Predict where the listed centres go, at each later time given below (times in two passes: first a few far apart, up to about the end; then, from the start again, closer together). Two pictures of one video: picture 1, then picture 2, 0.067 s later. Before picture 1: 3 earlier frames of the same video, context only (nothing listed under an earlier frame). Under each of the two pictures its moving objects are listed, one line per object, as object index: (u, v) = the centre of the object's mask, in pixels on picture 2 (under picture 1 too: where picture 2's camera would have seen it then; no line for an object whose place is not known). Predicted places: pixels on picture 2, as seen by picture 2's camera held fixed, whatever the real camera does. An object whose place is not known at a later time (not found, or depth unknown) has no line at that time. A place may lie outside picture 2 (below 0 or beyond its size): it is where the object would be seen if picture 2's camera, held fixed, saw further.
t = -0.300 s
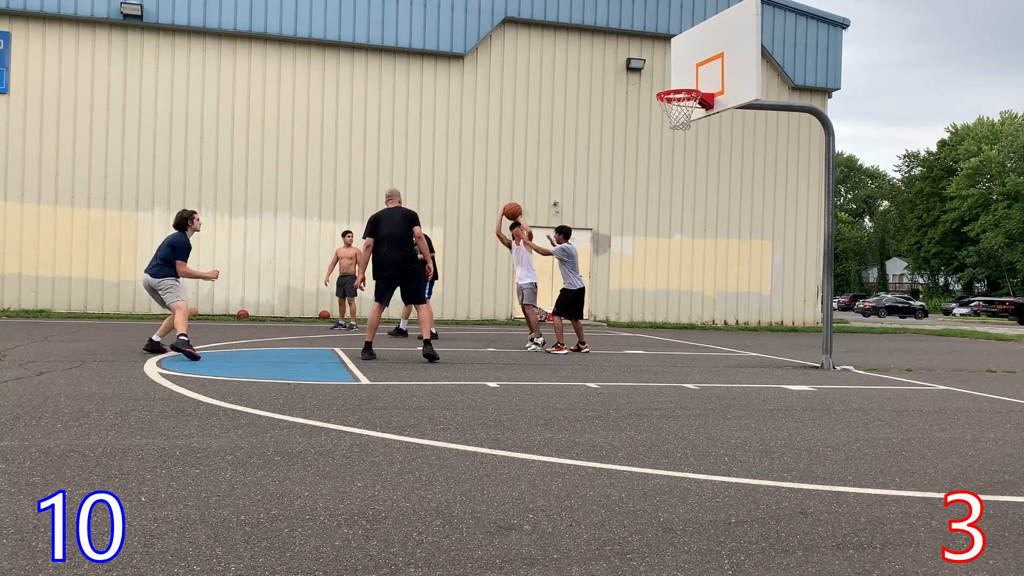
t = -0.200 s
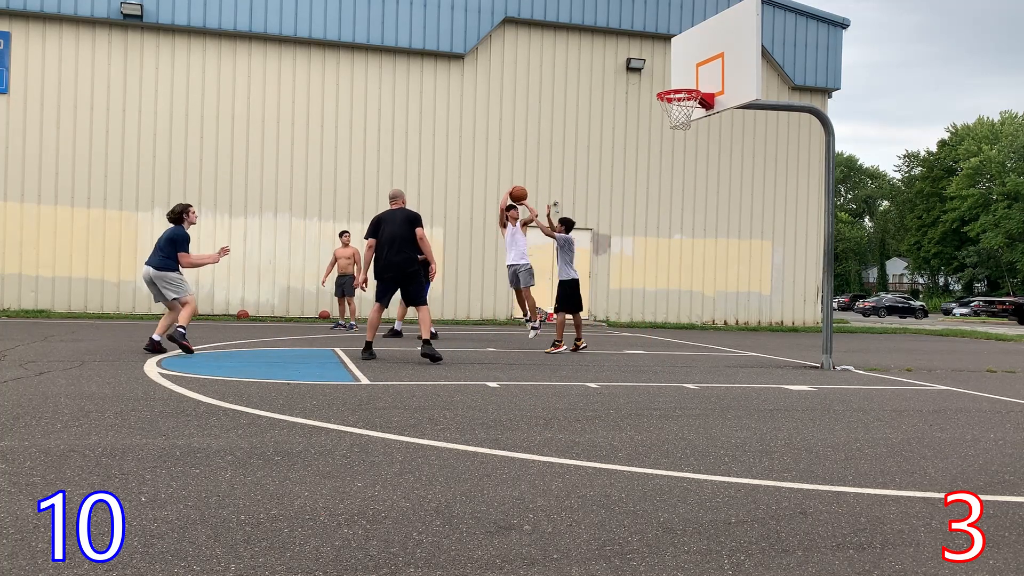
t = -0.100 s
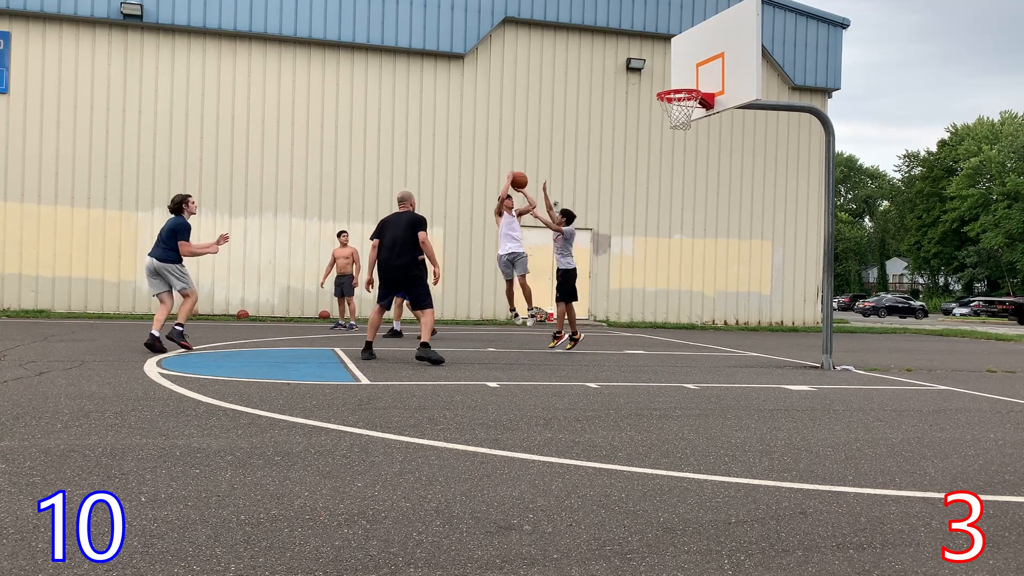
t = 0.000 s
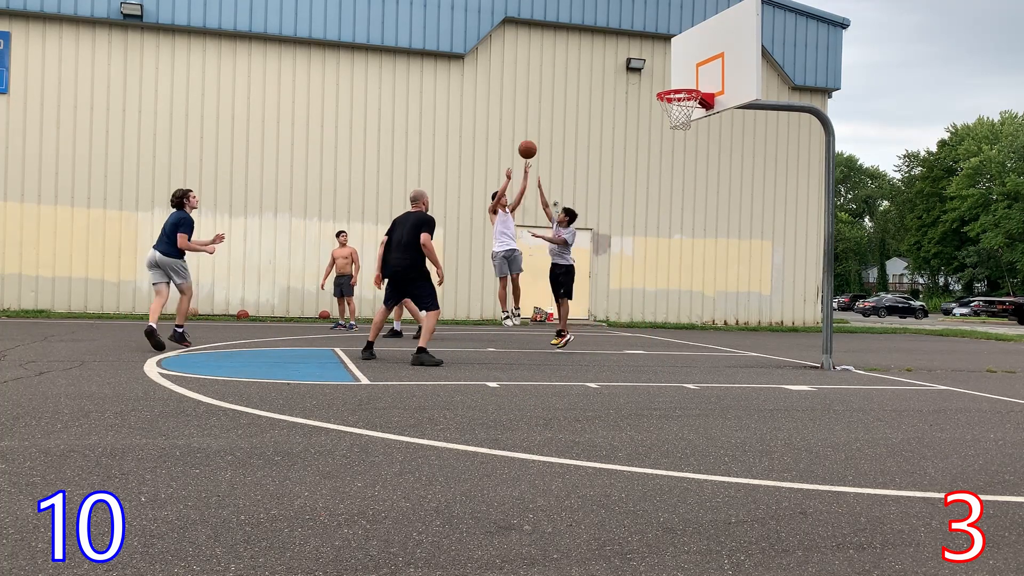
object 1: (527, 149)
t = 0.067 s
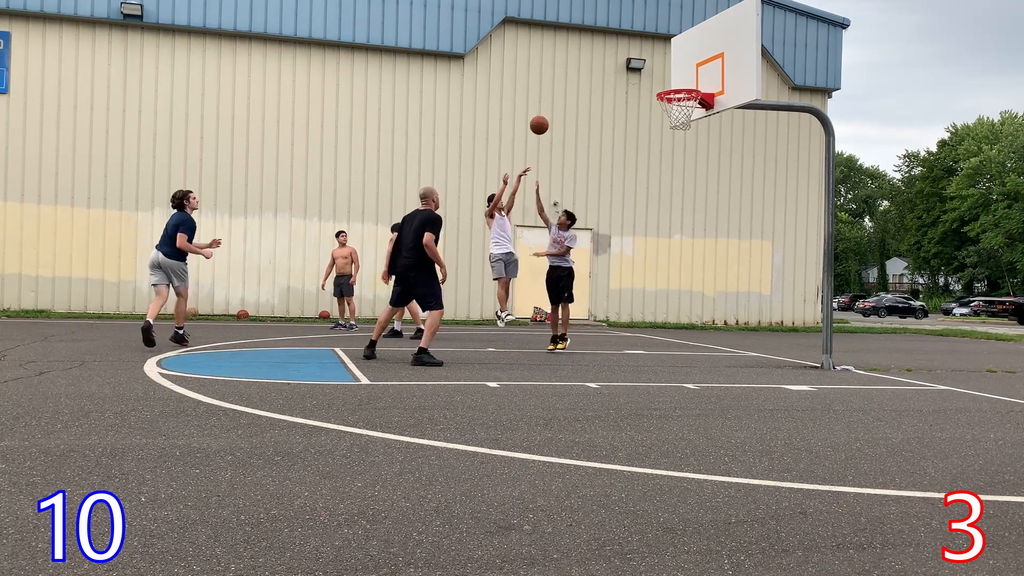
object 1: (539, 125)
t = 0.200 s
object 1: (563, 85)
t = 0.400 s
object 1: (599, 49)
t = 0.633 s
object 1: (643, 46)
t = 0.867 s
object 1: (683, 94)
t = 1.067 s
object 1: (668, 110)
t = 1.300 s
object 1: (682, 117)
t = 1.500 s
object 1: (681, 121)
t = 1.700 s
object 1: (677, 123)
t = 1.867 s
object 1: (679, 124)
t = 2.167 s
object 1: (679, 124)
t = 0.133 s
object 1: (551, 103)
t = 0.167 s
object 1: (557, 94)
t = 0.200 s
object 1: (563, 85)
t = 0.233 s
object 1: (569, 77)
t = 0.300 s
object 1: (581, 63)
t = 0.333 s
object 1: (587, 57)
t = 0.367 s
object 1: (593, 53)
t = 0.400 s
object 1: (599, 49)
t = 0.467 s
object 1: (611, 43)
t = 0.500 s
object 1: (618, 42)
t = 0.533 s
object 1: (624, 42)
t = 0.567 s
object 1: (630, 42)
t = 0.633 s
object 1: (643, 46)
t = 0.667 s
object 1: (649, 50)
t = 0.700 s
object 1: (655, 55)
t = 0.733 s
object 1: (662, 60)
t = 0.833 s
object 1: (681, 81)
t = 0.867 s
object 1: (683, 94)
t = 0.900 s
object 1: (681, 103)
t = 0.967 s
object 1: (673, 111)
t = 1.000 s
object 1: (672, 110)
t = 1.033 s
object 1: (668, 111)
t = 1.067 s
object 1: (668, 110)
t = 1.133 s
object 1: (673, 112)
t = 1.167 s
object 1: (670, 115)
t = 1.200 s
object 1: (675, 116)
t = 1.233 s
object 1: (678, 116)
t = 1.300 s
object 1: (682, 117)
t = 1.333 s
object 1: (684, 117)
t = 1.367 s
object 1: (684, 117)
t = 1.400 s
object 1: (684, 118)
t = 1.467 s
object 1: (683, 121)
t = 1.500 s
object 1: (681, 121)
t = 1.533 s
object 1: (680, 122)
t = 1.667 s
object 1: (677, 123)
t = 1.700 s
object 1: (677, 123)
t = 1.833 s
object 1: (679, 124)
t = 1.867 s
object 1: (679, 124)
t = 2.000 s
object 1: (679, 124)
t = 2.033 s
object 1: (679, 124)
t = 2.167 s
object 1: (679, 124)
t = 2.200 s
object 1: (679, 124)
